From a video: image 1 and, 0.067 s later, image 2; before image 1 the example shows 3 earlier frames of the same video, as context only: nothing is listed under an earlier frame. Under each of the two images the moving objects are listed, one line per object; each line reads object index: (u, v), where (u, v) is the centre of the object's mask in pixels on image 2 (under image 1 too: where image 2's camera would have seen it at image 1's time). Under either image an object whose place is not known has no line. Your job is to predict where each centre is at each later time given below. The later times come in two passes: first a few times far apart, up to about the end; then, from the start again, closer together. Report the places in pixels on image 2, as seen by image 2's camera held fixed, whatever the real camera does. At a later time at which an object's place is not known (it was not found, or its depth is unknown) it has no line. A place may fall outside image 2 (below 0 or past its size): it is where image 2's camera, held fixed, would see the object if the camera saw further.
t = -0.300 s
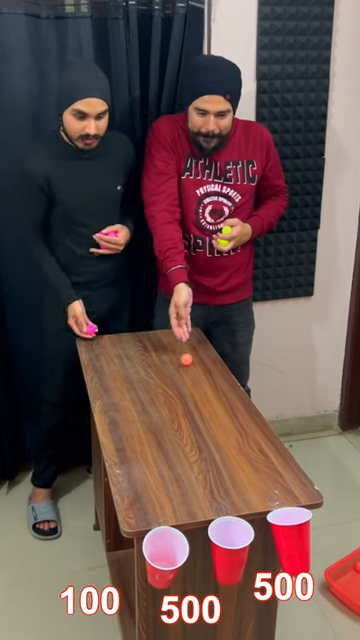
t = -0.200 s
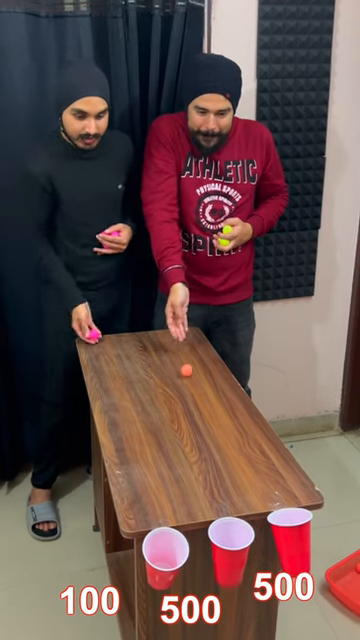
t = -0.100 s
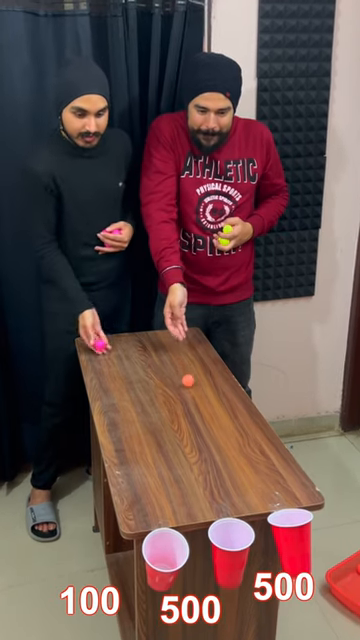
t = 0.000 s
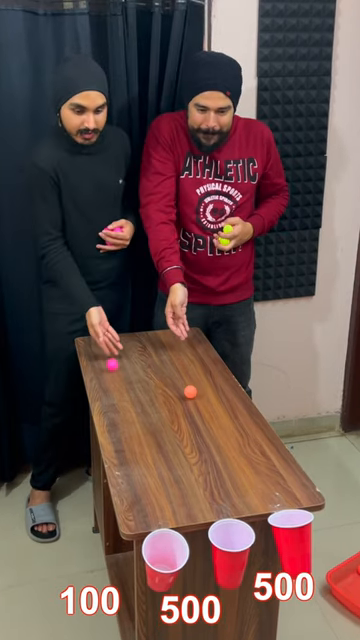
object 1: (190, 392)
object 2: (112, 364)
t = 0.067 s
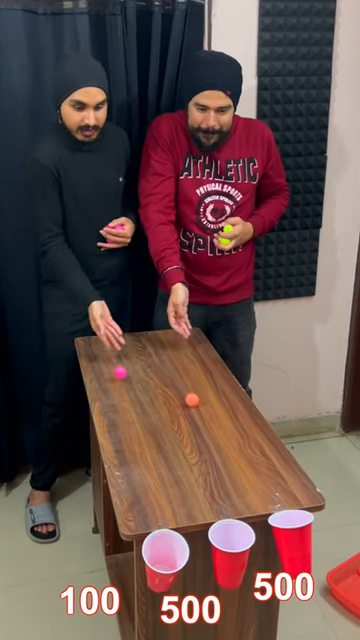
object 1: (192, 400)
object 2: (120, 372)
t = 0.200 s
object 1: (196, 416)
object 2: (136, 391)
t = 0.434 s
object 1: (208, 443)
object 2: (155, 423)
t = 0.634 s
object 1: (222, 468)
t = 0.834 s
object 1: (239, 495)
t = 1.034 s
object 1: (262, 533)
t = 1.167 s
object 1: (268, 612)
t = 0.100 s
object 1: (192, 404)
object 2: (124, 378)
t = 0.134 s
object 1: (193, 408)
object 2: (128, 385)
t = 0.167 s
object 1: (194, 411)
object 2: (131, 387)
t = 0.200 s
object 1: (196, 416)
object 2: (136, 391)
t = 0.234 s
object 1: (197, 420)
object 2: (138, 400)
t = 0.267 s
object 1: (198, 423)
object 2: (140, 401)
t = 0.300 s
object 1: (200, 427)
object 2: (143, 404)
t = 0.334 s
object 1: (202, 431)
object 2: (146, 410)
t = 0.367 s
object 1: (203, 435)
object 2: (149, 416)
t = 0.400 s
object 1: (205, 439)
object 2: (152, 418)
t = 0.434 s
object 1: (208, 443)
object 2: (155, 423)
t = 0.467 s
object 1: (210, 447)
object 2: (158, 432)
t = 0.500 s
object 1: (213, 453)
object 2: (162, 435)
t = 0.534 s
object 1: (215, 455)
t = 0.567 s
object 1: (217, 460)
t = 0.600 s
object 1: (219, 463)
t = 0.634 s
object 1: (222, 468)
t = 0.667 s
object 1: (225, 472)
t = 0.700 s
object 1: (227, 478)
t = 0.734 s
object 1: (231, 482)
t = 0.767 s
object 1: (234, 486)
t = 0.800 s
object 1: (236, 491)
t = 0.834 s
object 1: (239, 495)
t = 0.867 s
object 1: (242, 500)
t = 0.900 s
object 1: (245, 505)
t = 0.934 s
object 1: (249, 510)
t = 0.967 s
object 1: (253, 516)
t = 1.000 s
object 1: (259, 522)
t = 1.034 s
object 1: (262, 533)
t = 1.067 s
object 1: (264, 547)
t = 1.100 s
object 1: (266, 563)
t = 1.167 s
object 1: (268, 612)
